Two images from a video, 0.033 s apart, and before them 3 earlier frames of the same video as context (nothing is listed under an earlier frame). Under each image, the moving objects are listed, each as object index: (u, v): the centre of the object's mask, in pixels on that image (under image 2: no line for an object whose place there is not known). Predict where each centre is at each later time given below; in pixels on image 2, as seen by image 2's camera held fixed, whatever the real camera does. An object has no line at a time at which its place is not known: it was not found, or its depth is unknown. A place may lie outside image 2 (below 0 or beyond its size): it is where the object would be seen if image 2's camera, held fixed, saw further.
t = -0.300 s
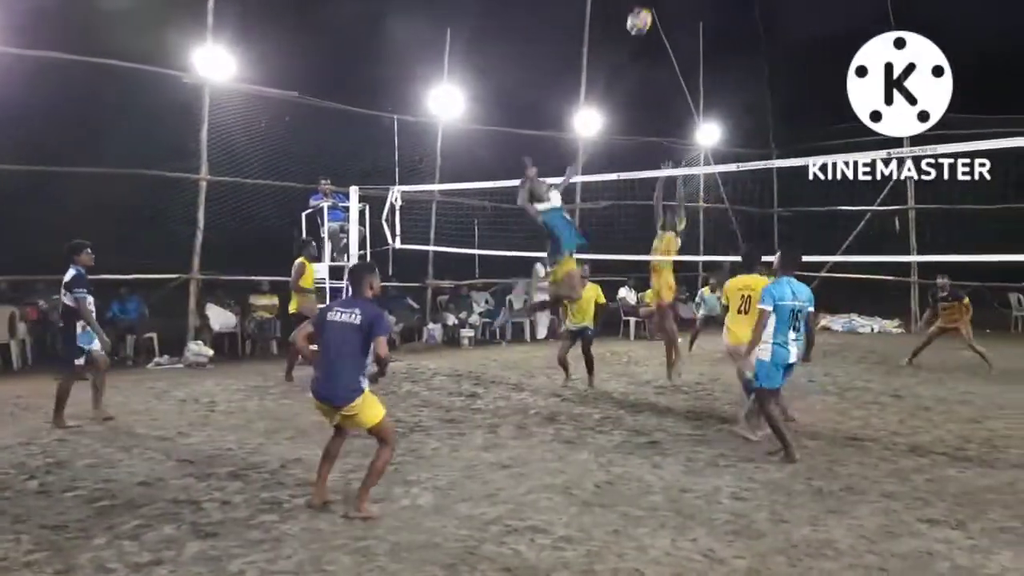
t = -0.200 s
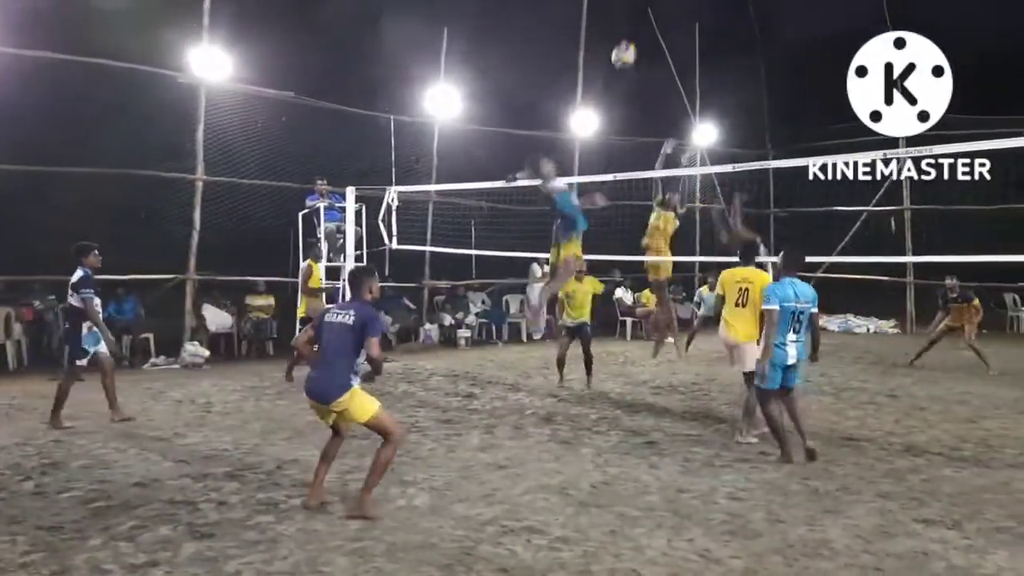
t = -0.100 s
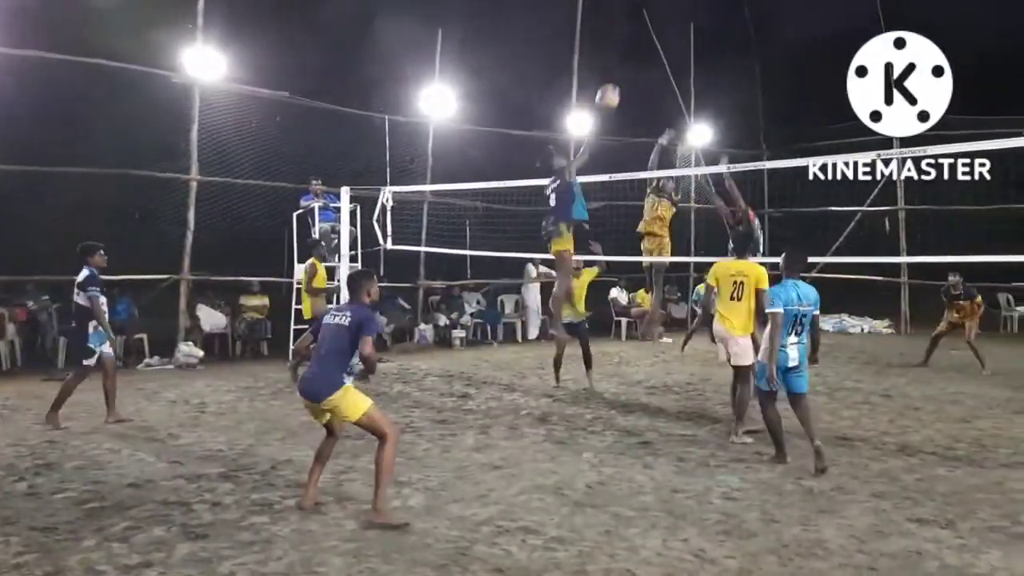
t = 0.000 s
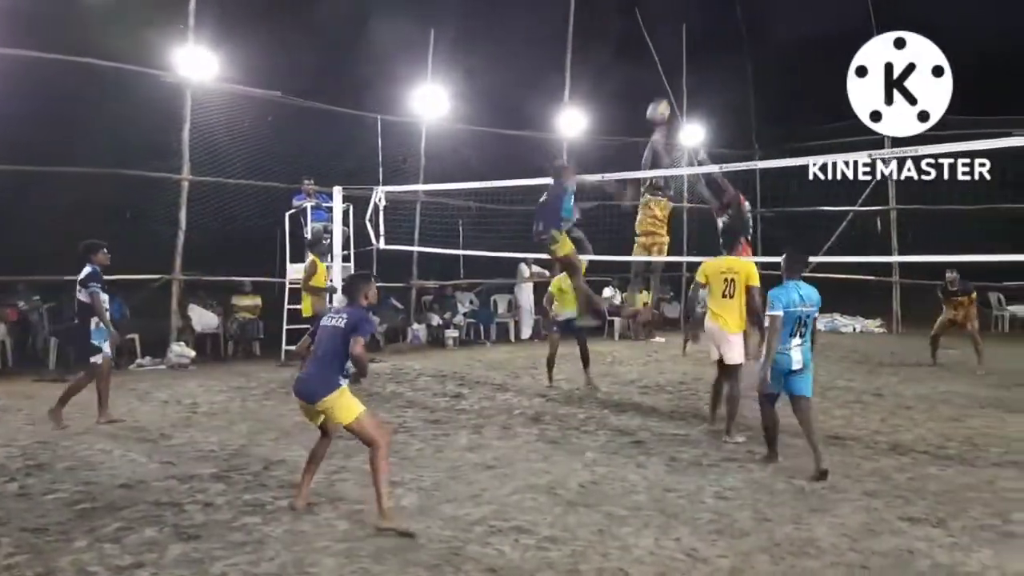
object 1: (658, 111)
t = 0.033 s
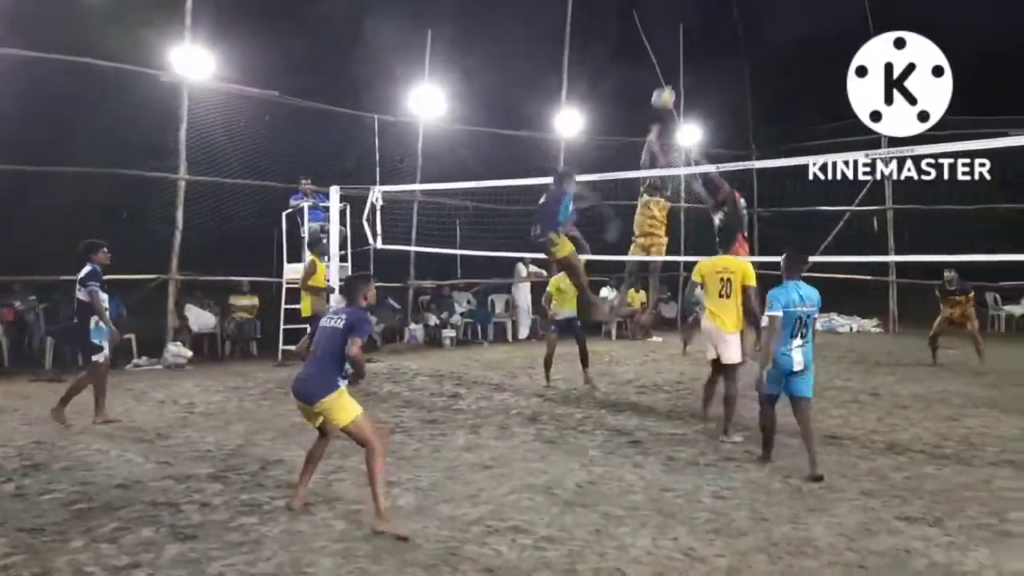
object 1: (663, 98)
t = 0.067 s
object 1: (671, 86)
